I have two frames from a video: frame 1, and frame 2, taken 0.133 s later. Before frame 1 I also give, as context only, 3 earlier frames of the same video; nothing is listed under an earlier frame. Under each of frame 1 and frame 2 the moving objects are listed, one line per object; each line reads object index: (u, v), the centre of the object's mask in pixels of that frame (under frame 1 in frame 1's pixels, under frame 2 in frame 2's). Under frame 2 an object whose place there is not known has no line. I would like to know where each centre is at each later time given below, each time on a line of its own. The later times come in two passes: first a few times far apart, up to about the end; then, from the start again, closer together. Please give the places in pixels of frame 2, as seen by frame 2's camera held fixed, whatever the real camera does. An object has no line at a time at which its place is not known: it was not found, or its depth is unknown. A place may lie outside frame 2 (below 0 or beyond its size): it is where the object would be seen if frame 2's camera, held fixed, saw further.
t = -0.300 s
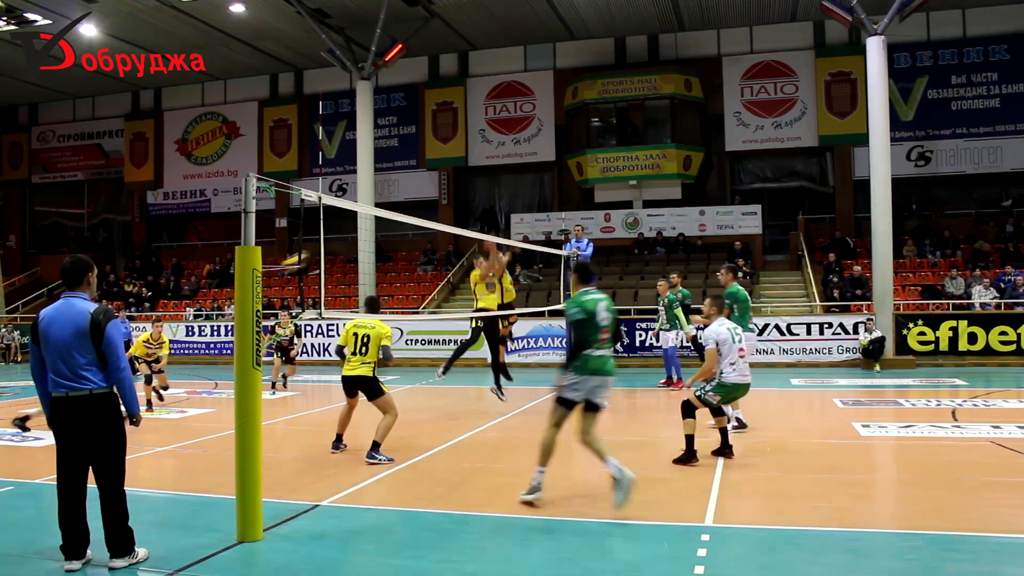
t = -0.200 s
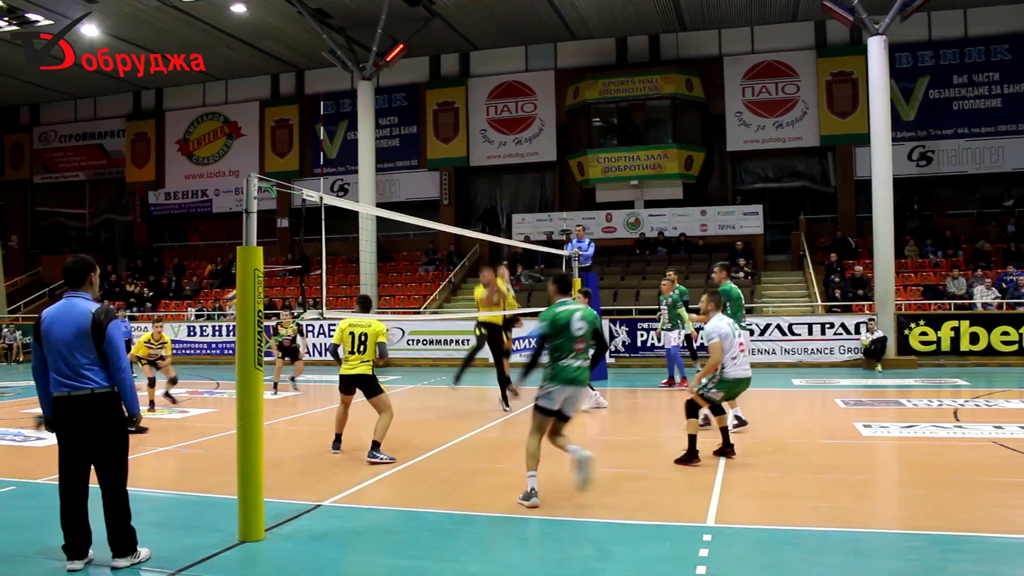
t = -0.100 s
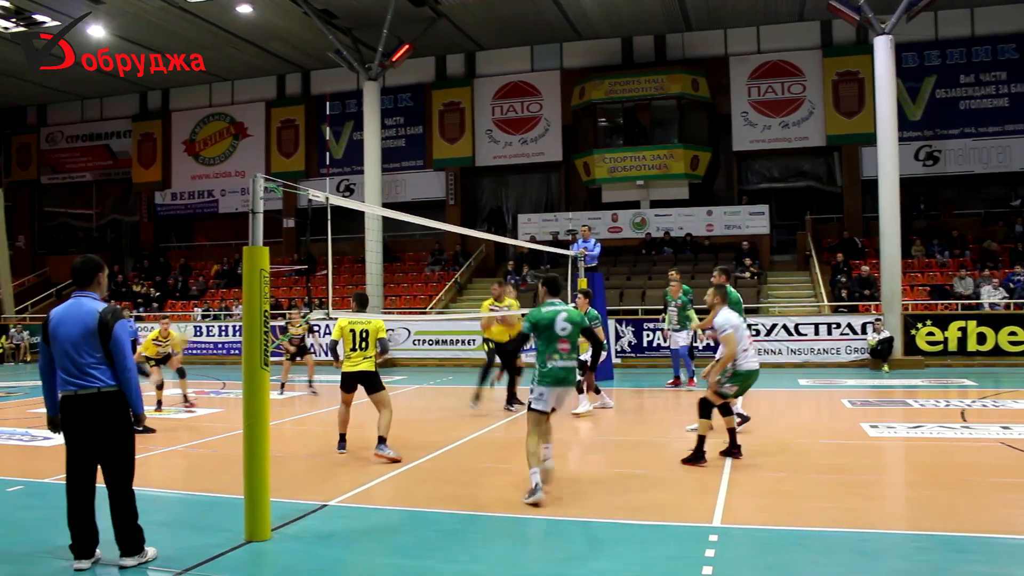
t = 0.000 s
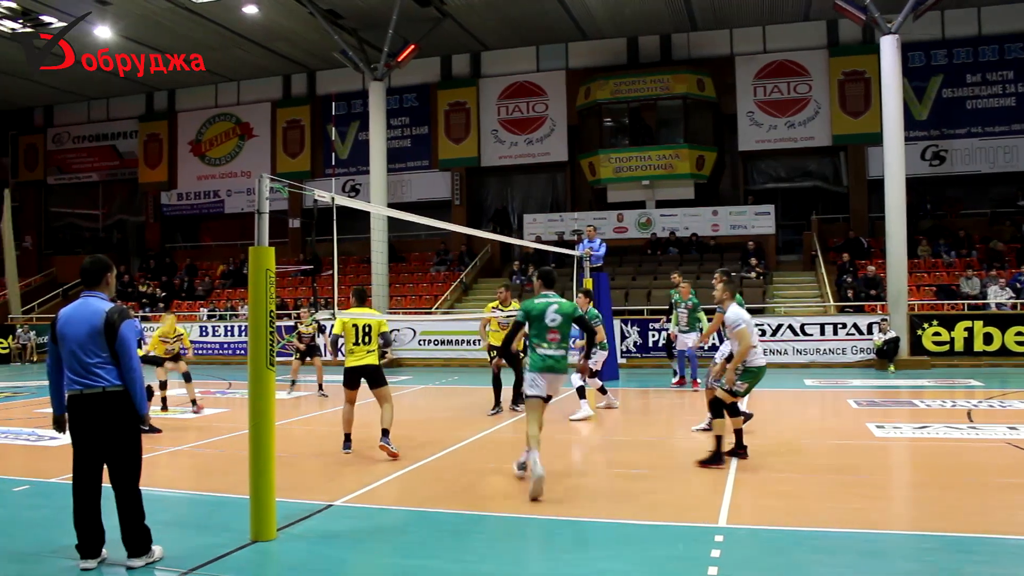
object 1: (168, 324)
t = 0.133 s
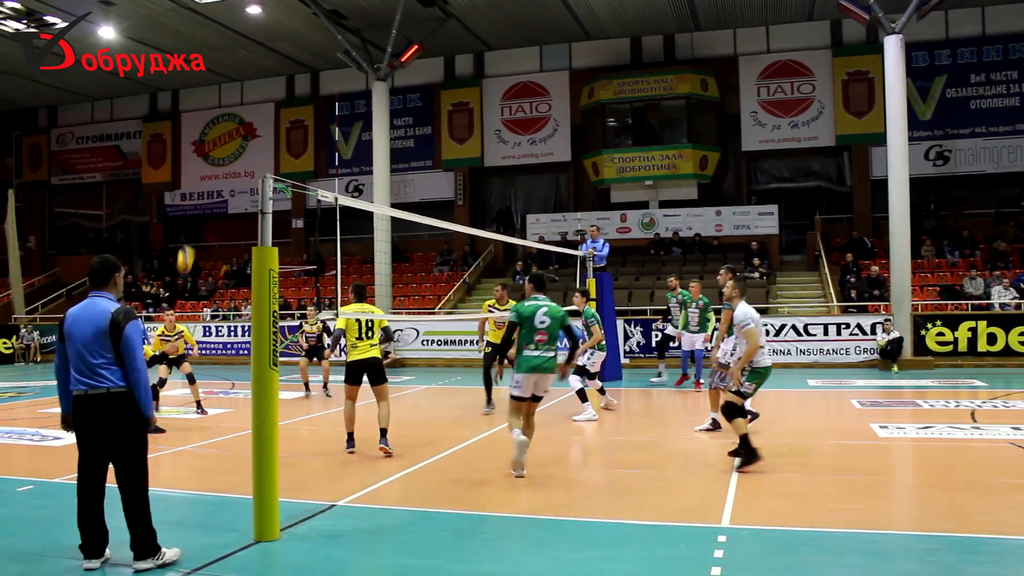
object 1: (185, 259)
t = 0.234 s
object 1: (195, 216)
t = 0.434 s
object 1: (216, 155)
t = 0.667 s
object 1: (239, 124)
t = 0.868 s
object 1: (259, 129)
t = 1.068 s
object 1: (279, 164)
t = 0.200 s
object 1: (192, 230)
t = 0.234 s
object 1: (195, 216)
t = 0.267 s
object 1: (198, 204)
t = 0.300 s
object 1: (202, 192)
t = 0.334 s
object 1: (206, 181)
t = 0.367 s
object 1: (209, 172)
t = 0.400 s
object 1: (214, 162)
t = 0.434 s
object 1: (216, 155)
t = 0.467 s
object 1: (218, 148)
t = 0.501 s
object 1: (223, 143)
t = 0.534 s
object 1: (229, 136)
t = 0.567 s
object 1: (232, 133)
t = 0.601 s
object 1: (235, 128)
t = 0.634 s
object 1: (239, 125)
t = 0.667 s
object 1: (239, 124)
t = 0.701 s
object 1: (243, 122)
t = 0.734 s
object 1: (246, 122)
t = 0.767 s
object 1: (249, 122)
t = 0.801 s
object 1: (252, 123)
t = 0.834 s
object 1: (255, 126)
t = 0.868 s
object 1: (259, 129)
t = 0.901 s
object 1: (263, 133)
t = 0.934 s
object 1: (266, 136)
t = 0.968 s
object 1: (269, 142)
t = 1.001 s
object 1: (273, 149)
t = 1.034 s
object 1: (276, 157)
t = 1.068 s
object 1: (279, 164)
